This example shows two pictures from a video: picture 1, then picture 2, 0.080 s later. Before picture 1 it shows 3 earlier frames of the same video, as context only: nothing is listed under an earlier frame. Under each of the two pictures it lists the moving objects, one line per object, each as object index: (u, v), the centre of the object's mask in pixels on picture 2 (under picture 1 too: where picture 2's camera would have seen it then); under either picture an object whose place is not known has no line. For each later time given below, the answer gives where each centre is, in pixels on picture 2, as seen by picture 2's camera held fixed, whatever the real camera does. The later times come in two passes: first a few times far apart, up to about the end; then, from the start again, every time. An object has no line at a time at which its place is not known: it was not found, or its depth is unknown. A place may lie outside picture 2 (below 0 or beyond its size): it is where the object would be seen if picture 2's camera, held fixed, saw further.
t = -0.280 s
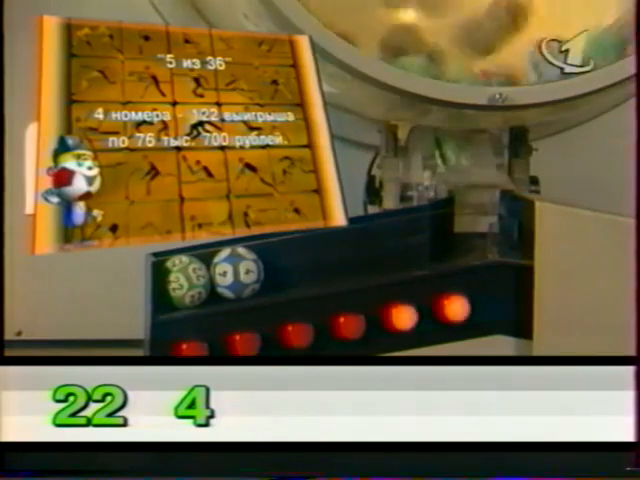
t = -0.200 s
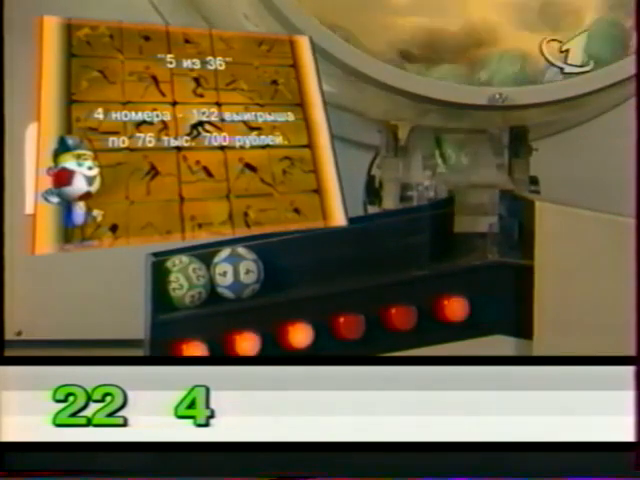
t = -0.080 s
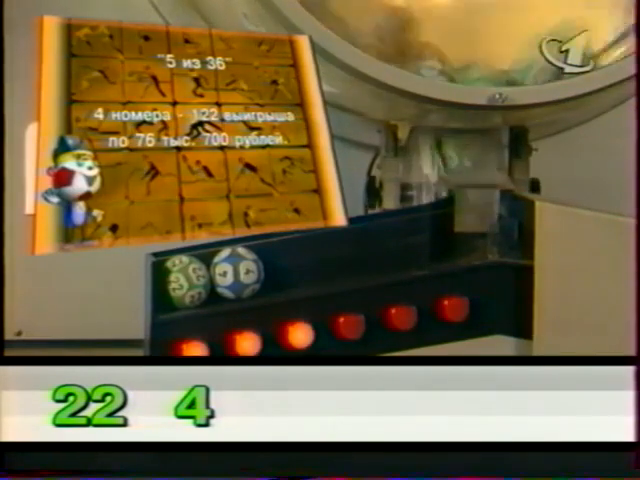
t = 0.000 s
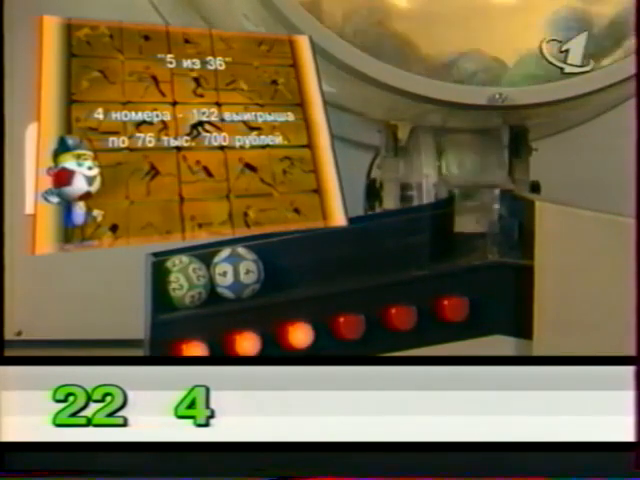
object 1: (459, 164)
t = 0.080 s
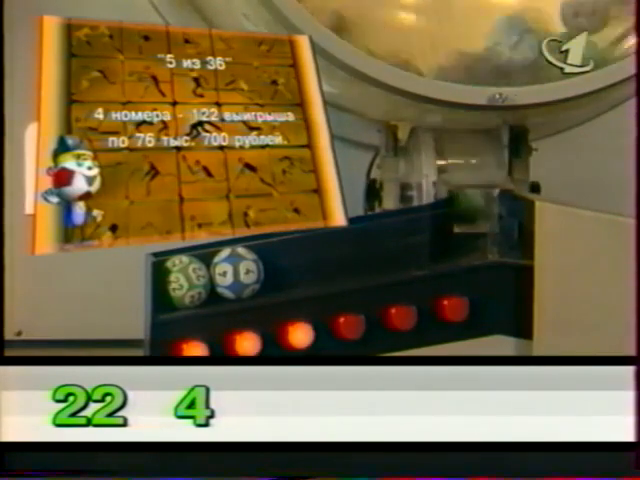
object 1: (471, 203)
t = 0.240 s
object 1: (478, 215)
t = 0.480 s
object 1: (456, 234)
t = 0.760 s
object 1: (367, 249)
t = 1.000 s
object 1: (295, 262)
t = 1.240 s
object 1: (289, 264)
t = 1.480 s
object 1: (288, 264)
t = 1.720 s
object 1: (288, 264)
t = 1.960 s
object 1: (288, 264)
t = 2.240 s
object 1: (288, 264)
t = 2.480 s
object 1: (288, 264)
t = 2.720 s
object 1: (288, 263)
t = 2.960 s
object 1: (288, 264)
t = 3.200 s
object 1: (287, 264)
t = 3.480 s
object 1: (286, 264)
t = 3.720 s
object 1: (286, 264)
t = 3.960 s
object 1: (286, 264)
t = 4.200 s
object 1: (285, 264)
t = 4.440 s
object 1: (285, 264)
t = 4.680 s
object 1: (285, 264)
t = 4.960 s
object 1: (285, 264)
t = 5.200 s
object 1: (285, 264)
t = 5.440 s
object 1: (285, 264)
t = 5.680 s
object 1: (285, 264)
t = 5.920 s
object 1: (285, 264)
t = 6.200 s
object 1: (285, 264)
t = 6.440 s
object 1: (285, 264)
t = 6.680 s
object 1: (285, 264)
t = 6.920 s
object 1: (285, 264)
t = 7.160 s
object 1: (285, 264)
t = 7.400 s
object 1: (285, 264)
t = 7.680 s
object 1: (285, 264)
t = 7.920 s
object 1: (285, 264)
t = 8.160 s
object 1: (285, 264)
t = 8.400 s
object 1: (285, 264)
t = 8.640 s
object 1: (285, 264)
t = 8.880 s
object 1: (285, 265)
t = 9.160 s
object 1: (285, 265)
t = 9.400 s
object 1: (285, 265)
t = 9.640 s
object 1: (285, 265)
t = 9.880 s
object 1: (285, 265)
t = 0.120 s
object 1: (477, 207)
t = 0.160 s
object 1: (477, 210)
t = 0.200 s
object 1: (476, 213)
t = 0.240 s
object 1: (478, 215)
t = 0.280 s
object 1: (478, 217)
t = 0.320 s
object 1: (473, 221)
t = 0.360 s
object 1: (473, 224)
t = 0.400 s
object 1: (469, 228)
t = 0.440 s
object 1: (464, 231)
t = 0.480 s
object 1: (456, 234)
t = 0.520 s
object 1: (446, 236)
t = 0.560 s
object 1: (431, 239)
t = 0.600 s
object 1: (422, 241)
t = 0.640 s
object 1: (412, 243)
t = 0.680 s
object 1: (399, 245)
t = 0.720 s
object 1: (384, 247)
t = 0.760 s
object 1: (367, 249)
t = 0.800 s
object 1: (351, 252)
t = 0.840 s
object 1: (331, 256)
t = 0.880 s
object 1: (311, 259)
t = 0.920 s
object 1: (291, 262)
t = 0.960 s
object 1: (291, 261)
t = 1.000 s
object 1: (295, 262)
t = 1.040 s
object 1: (296, 262)
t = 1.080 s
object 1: (295, 262)
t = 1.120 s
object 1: (292, 263)
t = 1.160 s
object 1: (288, 264)
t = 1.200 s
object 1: (289, 264)
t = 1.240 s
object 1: (289, 264)
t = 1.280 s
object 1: (289, 264)
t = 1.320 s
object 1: (289, 264)
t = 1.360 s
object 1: (289, 264)
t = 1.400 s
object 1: (289, 264)
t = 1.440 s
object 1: (288, 264)
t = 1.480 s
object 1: (288, 264)
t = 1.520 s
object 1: (288, 263)
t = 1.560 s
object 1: (288, 264)
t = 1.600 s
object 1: (288, 264)
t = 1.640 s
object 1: (288, 264)
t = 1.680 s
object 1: (288, 264)
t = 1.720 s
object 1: (288, 264)
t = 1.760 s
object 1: (288, 264)
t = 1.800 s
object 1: (288, 264)
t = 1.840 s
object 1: (288, 264)
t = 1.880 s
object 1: (288, 264)
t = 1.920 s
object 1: (288, 264)
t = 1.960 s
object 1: (288, 264)
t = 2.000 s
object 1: (288, 264)
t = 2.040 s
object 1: (288, 264)
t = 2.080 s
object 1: (288, 264)
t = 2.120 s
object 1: (288, 264)
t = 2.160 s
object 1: (288, 264)
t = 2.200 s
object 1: (288, 264)
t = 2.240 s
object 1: (288, 264)
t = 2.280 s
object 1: (288, 264)
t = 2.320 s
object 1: (288, 264)
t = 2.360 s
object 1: (288, 264)
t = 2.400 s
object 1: (288, 264)
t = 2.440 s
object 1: (288, 264)
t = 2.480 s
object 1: (288, 264)
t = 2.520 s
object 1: (288, 264)
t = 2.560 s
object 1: (288, 264)
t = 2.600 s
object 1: (288, 264)
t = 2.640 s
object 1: (288, 264)
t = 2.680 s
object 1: (288, 263)
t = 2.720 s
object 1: (288, 263)
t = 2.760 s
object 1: (288, 264)
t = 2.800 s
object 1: (288, 264)
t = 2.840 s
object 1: (288, 264)
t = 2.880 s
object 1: (288, 264)
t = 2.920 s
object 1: (288, 264)
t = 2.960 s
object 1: (288, 264)
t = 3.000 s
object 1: (288, 264)
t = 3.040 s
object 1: (288, 264)
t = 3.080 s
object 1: (288, 264)
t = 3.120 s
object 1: (288, 264)
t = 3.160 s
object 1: (287, 264)
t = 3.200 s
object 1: (287, 264)
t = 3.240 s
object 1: (287, 264)
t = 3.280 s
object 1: (287, 264)
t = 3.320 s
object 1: (287, 264)
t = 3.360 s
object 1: (287, 264)
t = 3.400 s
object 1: (287, 264)
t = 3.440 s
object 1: (287, 264)
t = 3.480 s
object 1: (286, 264)
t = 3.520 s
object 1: (286, 264)
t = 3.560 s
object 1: (286, 264)
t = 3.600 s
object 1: (286, 264)
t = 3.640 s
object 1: (286, 264)
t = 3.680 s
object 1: (286, 264)
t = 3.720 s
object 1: (286, 264)
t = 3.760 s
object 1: (286, 264)
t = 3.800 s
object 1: (286, 264)
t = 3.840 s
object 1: (286, 264)
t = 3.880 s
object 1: (286, 264)
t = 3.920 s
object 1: (285, 264)
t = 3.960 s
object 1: (286, 264)
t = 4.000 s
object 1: (285, 264)
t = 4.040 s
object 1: (285, 264)
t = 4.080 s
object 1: (285, 264)
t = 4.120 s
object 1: (285, 264)
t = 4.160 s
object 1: (285, 264)
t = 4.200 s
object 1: (285, 264)
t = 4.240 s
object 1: (285, 264)
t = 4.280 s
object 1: (285, 264)
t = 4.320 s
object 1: (285, 264)
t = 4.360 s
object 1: (285, 264)
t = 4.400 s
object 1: (285, 264)
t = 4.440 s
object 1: (285, 264)
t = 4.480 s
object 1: (285, 264)
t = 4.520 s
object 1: (285, 264)
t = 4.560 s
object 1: (285, 264)
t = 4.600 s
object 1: (285, 264)
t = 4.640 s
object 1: (285, 264)
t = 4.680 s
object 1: (285, 264)
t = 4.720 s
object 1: (285, 264)
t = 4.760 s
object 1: (285, 264)
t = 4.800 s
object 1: (285, 264)
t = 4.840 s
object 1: (285, 264)
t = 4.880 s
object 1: (285, 264)
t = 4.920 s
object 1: (285, 264)
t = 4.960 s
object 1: (285, 264)
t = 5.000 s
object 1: (285, 264)
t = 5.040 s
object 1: (285, 264)
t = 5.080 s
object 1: (285, 264)
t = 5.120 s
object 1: (285, 264)
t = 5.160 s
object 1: (285, 264)
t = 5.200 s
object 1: (285, 264)
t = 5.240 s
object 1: (285, 264)
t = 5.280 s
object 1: (285, 264)
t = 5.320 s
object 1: (285, 264)
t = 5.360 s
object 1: (285, 264)
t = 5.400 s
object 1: (285, 264)
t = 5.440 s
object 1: (285, 264)
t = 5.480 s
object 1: (285, 264)
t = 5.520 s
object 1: (285, 264)
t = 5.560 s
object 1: (285, 264)
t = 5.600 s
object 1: (285, 264)
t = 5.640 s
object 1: (285, 264)
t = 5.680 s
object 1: (285, 264)
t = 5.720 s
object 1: (285, 264)
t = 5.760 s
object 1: (285, 264)
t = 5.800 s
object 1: (285, 264)
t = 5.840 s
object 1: (285, 264)
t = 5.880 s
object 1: (285, 264)
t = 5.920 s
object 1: (285, 264)
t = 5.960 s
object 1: (285, 264)
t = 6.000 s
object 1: (285, 264)
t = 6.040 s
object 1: (285, 264)
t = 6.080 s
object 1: (285, 264)
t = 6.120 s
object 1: (285, 264)
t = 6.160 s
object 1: (285, 264)
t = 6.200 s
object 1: (285, 264)
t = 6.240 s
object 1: (285, 264)
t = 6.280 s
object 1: (285, 264)
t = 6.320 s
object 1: (285, 264)
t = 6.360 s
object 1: (285, 264)
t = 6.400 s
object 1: (285, 264)
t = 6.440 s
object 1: (285, 264)
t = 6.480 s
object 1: (285, 264)
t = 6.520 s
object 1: (285, 264)
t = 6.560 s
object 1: (285, 264)
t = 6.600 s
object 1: (285, 264)
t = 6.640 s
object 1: (285, 264)
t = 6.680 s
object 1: (285, 264)
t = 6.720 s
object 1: (285, 264)
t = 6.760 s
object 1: (285, 264)
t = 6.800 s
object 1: (285, 264)
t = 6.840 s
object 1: (285, 264)
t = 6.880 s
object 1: (285, 264)
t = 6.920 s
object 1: (285, 264)
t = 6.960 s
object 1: (285, 264)
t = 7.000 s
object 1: (285, 264)
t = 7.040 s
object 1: (285, 264)
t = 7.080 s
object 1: (285, 264)
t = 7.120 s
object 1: (285, 264)
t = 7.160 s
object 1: (285, 264)
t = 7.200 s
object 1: (285, 264)
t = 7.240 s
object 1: (285, 264)
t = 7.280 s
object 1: (285, 264)
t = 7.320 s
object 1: (285, 264)
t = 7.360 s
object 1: (285, 264)
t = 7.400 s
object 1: (285, 264)
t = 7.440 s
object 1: (285, 264)
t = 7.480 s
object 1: (285, 264)
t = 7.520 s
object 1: (285, 264)
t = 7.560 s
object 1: (285, 264)
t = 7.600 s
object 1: (285, 264)
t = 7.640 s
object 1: (285, 264)
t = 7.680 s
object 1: (285, 264)
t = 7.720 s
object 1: (285, 264)
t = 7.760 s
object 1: (285, 264)
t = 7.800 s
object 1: (285, 264)
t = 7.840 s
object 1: (285, 264)
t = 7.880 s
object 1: (285, 264)
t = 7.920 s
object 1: (285, 264)
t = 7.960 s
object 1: (285, 264)
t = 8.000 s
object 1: (285, 264)
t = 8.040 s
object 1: (285, 264)
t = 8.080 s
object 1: (285, 264)
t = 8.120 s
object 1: (285, 264)
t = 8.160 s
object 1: (285, 264)
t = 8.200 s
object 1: (285, 264)
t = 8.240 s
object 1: (285, 264)
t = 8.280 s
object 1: (285, 264)
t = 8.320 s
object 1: (285, 264)
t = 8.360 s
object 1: (285, 264)
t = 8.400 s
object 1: (285, 264)
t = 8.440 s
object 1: (285, 264)
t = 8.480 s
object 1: (285, 264)
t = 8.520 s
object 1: (285, 264)
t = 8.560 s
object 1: (285, 264)
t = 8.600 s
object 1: (285, 264)
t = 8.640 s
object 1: (285, 264)
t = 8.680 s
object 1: (285, 264)
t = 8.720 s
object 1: (285, 264)
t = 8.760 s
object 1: (285, 264)
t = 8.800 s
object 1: (285, 264)
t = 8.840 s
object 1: (285, 264)
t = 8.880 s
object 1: (285, 265)
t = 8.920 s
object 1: (285, 264)
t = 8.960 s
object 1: (285, 265)
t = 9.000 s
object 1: (285, 265)
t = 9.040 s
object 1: (285, 264)
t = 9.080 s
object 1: (285, 265)
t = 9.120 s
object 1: (285, 265)
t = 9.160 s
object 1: (285, 265)
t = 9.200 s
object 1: (285, 264)
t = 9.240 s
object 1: (285, 265)
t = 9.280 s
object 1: (285, 265)
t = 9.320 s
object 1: (285, 265)
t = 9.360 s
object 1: (285, 265)
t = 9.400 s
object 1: (285, 265)
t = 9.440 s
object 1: (285, 265)
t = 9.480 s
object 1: (285, 265)
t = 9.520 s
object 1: (285, 265)
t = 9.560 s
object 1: (285, 265)
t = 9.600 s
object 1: (285, 265)
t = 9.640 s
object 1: (285, 265)
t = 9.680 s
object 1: (285, 265)
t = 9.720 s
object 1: (285, 265)
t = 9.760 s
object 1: (285, 265)
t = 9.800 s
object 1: (284, 265)
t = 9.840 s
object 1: (285, 265)
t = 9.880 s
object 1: (285, 265)
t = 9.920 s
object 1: (285, 265)
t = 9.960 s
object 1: (285, 265)
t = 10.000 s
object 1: (285, 265)
